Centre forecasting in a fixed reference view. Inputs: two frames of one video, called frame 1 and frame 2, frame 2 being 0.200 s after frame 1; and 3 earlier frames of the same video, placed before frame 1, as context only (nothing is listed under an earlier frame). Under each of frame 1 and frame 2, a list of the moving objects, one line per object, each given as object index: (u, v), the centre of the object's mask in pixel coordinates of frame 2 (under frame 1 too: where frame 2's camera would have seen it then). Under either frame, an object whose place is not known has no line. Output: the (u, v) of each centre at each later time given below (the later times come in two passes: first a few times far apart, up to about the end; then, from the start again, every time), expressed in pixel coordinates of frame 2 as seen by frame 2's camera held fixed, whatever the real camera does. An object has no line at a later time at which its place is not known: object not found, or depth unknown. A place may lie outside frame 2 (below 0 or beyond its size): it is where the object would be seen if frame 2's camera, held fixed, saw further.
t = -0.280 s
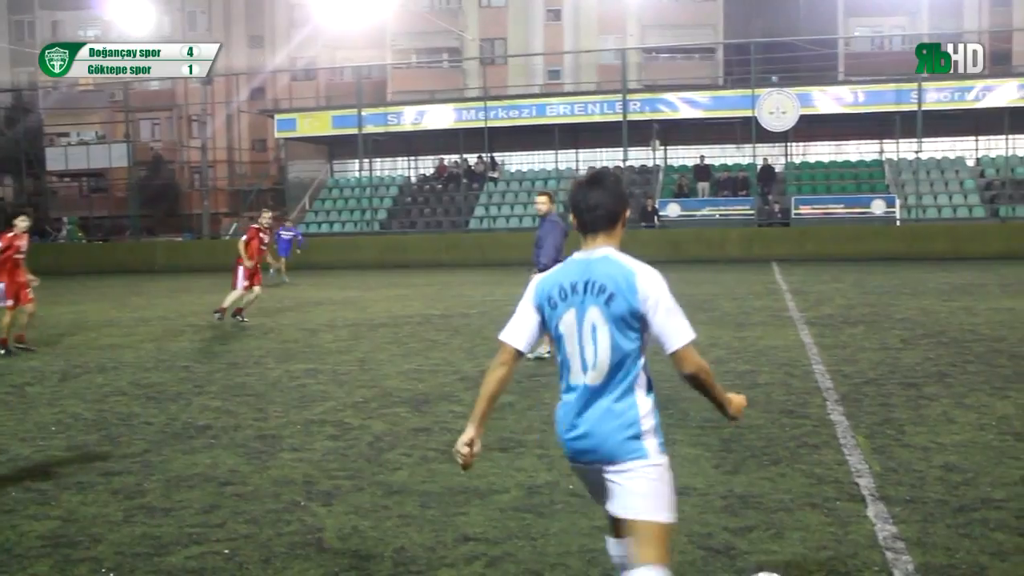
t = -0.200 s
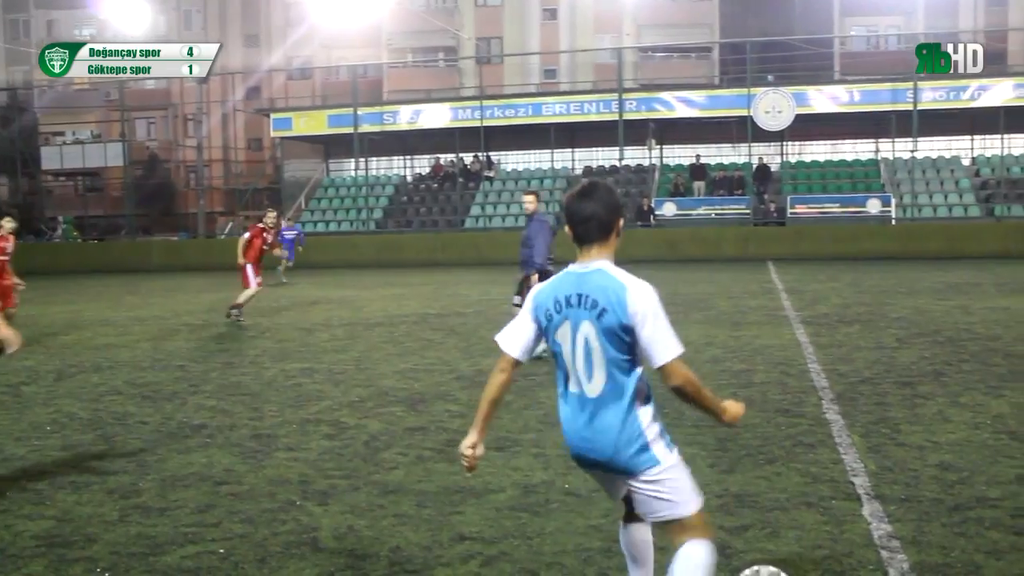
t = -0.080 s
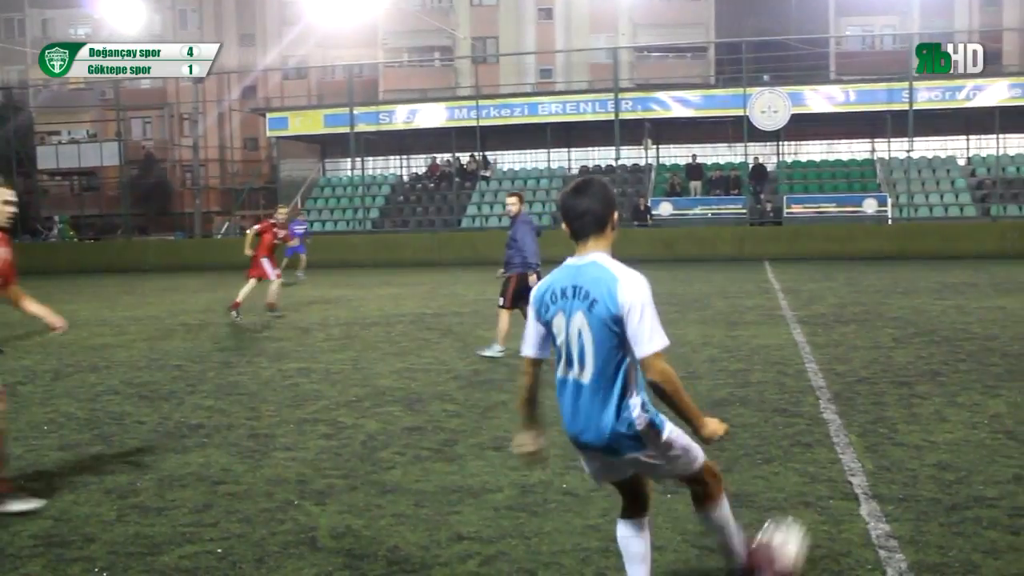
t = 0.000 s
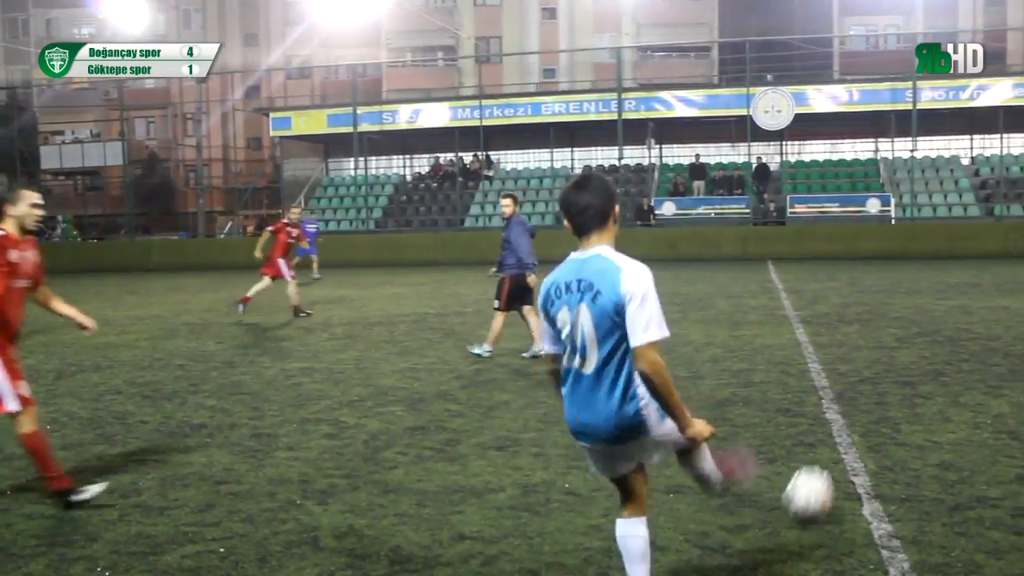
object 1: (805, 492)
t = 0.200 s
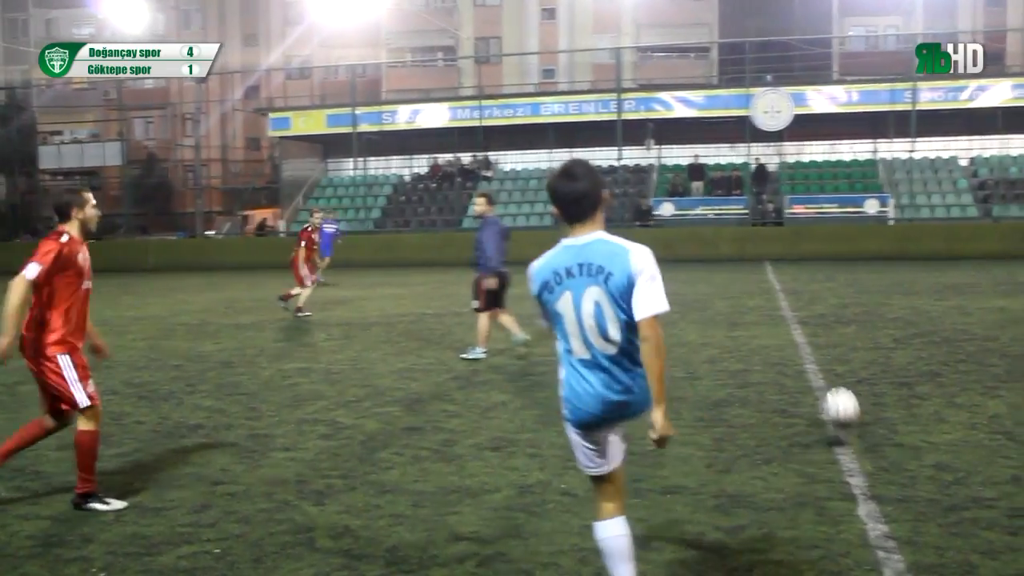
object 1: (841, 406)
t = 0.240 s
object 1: (846, 393)
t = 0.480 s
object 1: (866, 351)
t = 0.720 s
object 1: (877, 334)
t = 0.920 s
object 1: (883, 320)
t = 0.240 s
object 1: (846, 393)
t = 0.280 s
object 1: (849, 384)
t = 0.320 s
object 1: (854, 378)
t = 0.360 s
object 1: (858, 375)
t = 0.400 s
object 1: (861, 368)
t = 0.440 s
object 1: (863, 358)
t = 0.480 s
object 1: (866, 351)
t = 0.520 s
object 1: (868, 347)
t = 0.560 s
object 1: (870, 344)
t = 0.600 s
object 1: (872, 344)
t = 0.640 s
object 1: (874, 345)
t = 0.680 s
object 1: (876, 339)
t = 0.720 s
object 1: (877, 334)
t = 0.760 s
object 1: (878, 331)
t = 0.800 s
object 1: (880, 329)
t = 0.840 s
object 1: (881, 329)
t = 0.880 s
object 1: (882, 325)
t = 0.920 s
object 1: (883, 320)
